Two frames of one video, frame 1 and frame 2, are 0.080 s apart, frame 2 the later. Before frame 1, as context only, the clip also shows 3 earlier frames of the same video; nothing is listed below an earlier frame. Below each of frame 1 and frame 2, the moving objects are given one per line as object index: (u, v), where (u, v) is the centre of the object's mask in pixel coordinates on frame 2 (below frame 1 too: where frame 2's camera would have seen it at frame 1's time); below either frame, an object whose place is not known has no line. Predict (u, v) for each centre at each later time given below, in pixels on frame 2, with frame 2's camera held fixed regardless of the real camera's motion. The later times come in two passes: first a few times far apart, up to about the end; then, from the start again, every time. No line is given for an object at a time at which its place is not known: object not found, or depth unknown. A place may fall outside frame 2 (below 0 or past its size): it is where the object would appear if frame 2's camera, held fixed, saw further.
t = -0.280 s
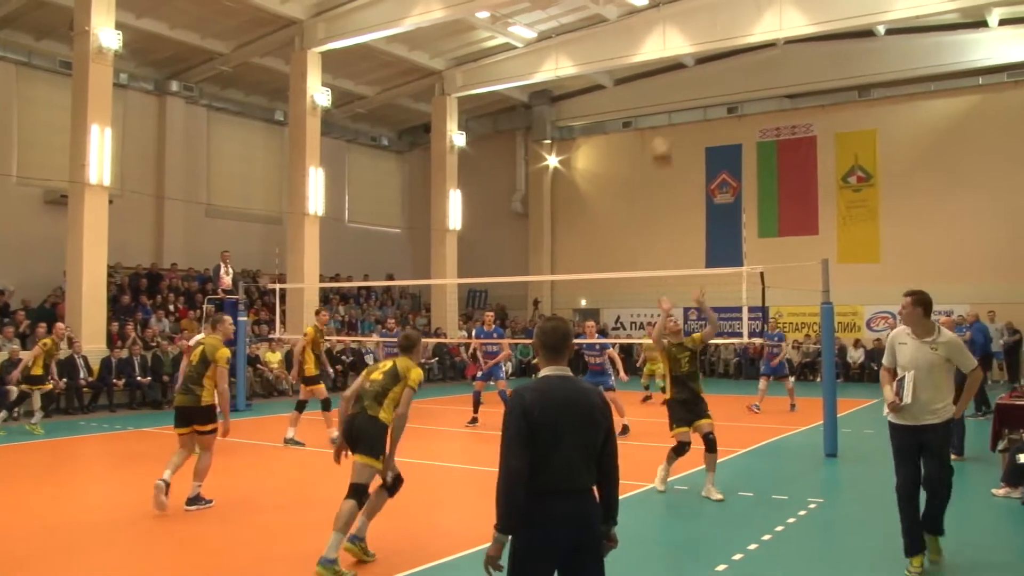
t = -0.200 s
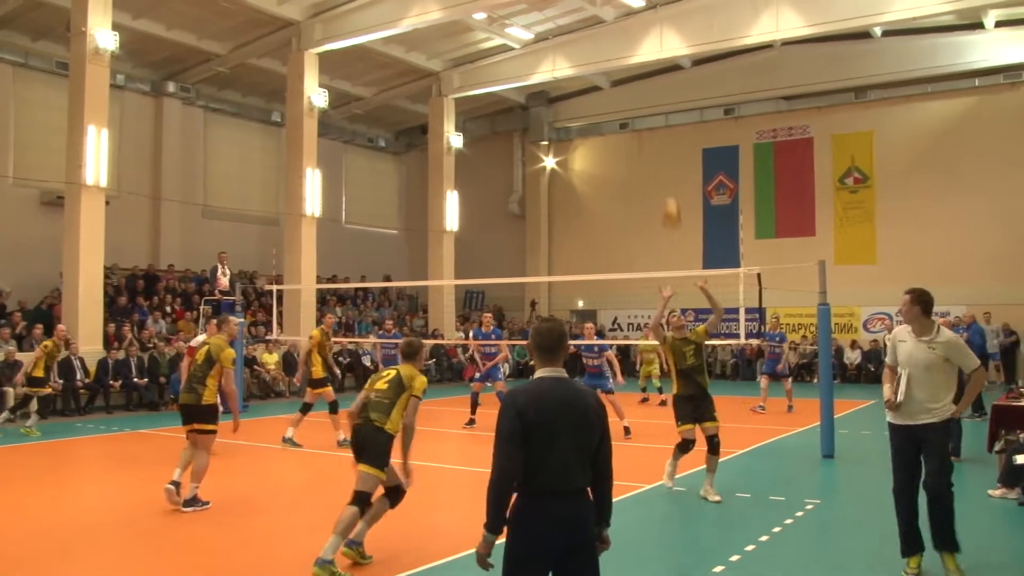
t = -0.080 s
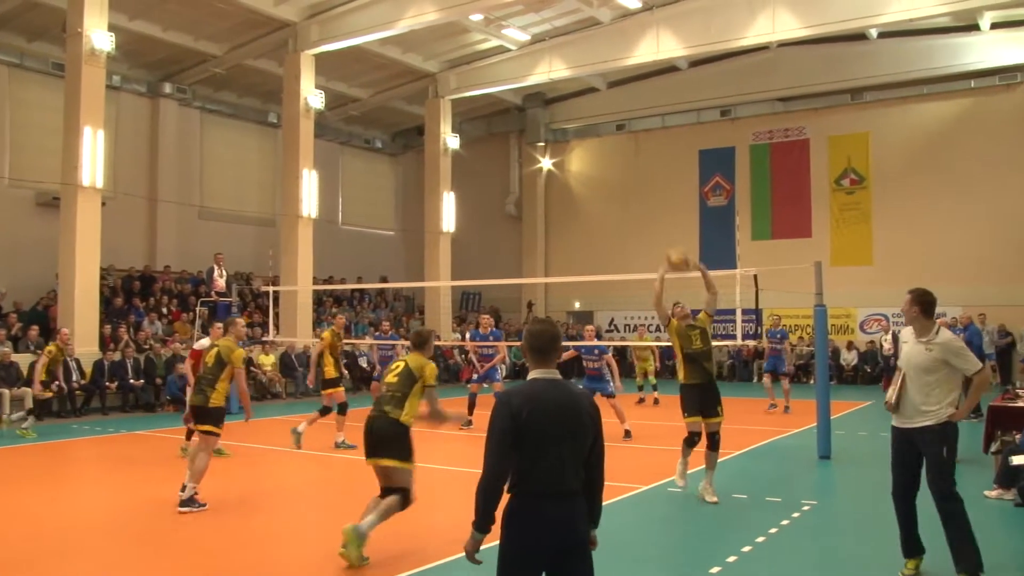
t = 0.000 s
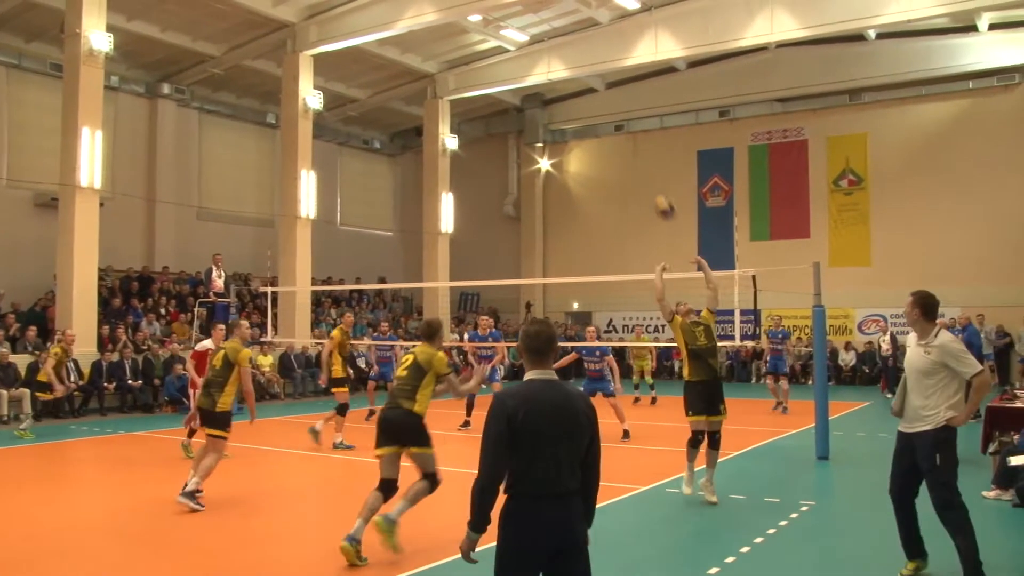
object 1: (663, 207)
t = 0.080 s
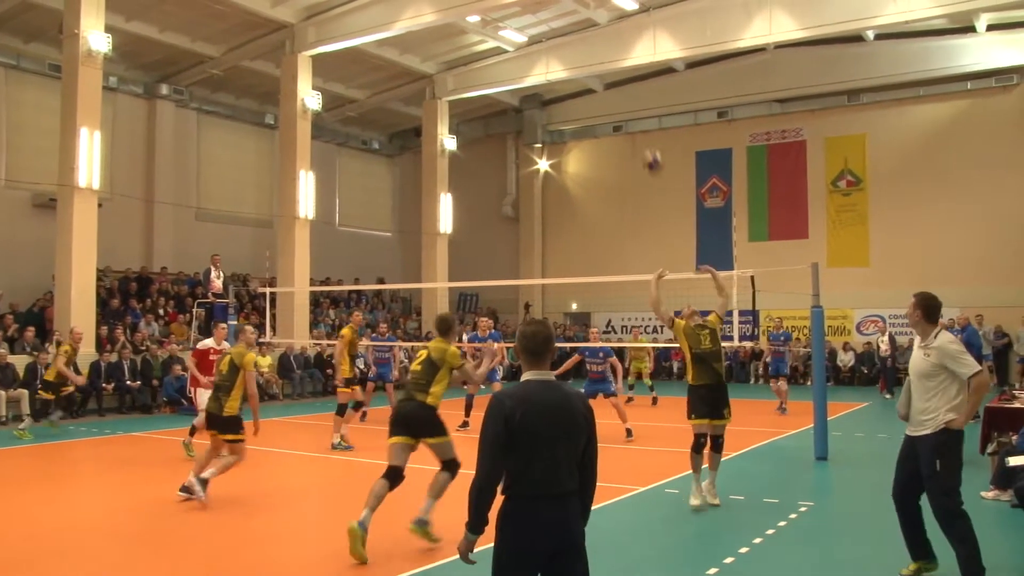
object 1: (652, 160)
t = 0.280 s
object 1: (627, 79)
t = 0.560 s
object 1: (594, 34)
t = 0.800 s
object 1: (569, 49)
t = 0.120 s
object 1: (647, 140)
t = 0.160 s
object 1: (643, 123)
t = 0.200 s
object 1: (637, 106)
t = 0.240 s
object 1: (631, 92)
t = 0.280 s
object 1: (627, 79)
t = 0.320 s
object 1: (622, 70)
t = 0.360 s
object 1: (617, 59)
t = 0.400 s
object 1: (612, 51)
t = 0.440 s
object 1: (608, 44)
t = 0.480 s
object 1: (603, 40)
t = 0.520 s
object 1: (599, 36)
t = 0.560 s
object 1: (594, 34)
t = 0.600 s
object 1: (590, 33)
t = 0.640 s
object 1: (585, 34)
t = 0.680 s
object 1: (581, 36)
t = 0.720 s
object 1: (577, 39)
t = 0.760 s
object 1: (573, 43)
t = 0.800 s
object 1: (569, 49)
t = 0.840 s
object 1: (565, 56)
